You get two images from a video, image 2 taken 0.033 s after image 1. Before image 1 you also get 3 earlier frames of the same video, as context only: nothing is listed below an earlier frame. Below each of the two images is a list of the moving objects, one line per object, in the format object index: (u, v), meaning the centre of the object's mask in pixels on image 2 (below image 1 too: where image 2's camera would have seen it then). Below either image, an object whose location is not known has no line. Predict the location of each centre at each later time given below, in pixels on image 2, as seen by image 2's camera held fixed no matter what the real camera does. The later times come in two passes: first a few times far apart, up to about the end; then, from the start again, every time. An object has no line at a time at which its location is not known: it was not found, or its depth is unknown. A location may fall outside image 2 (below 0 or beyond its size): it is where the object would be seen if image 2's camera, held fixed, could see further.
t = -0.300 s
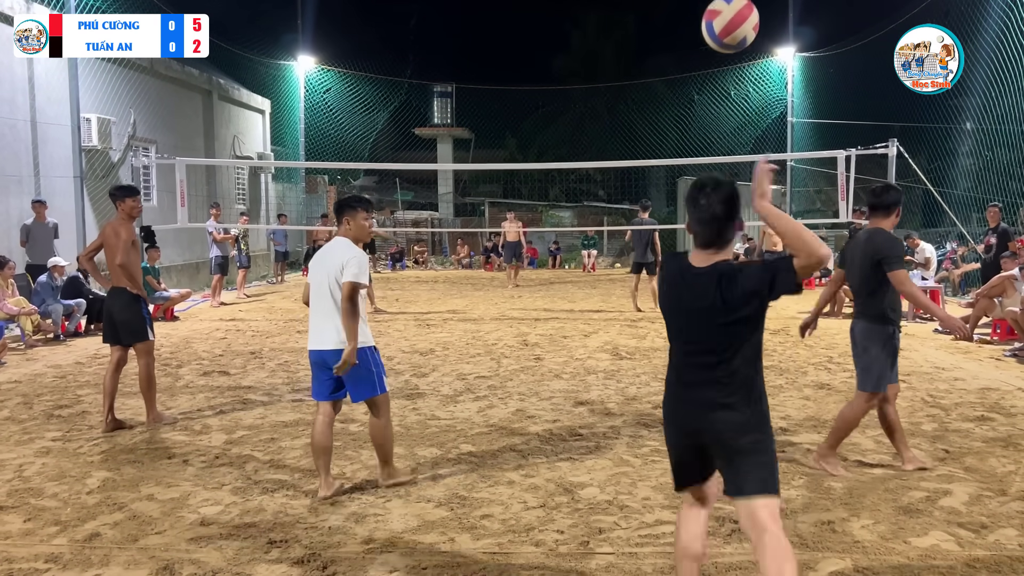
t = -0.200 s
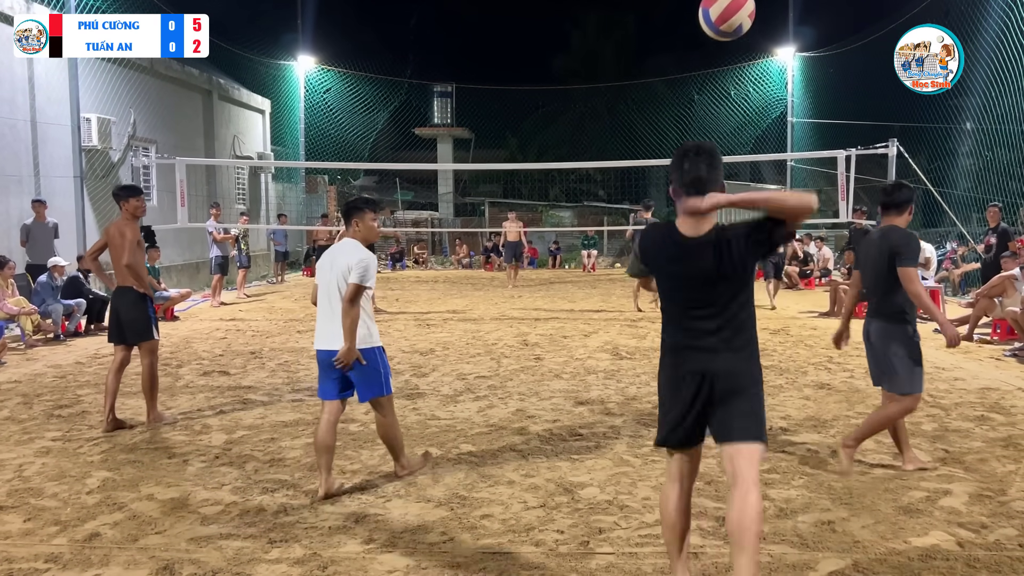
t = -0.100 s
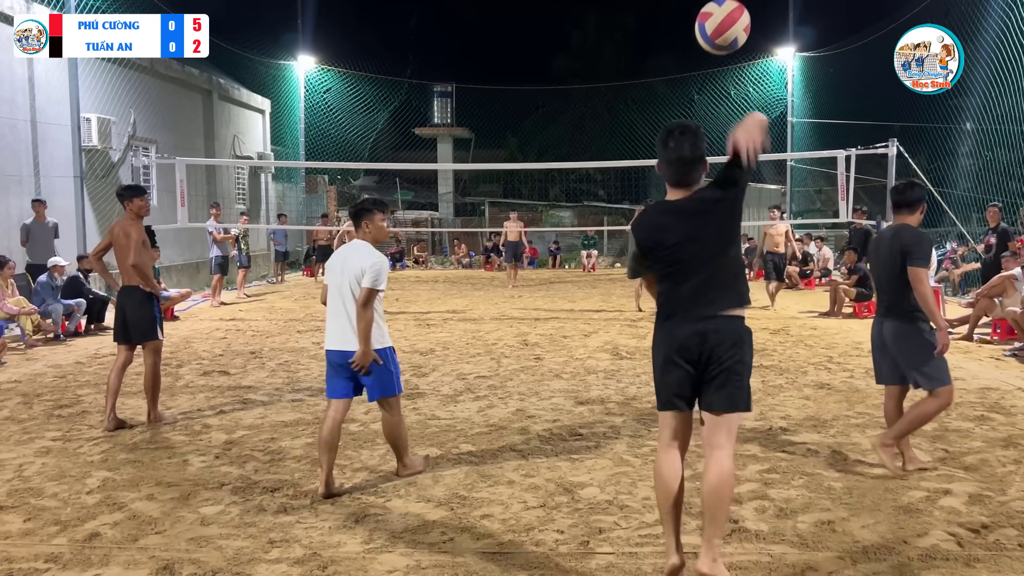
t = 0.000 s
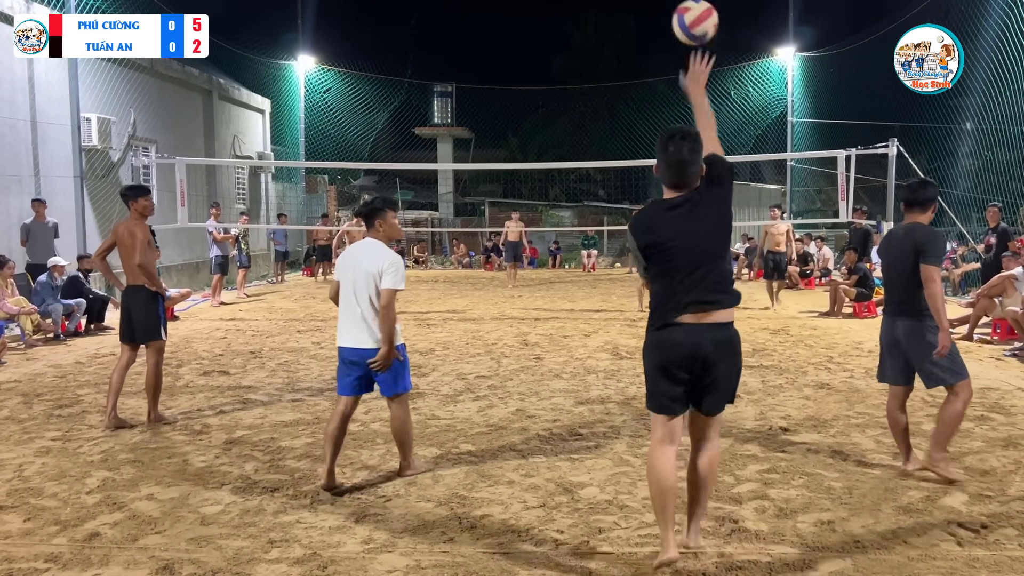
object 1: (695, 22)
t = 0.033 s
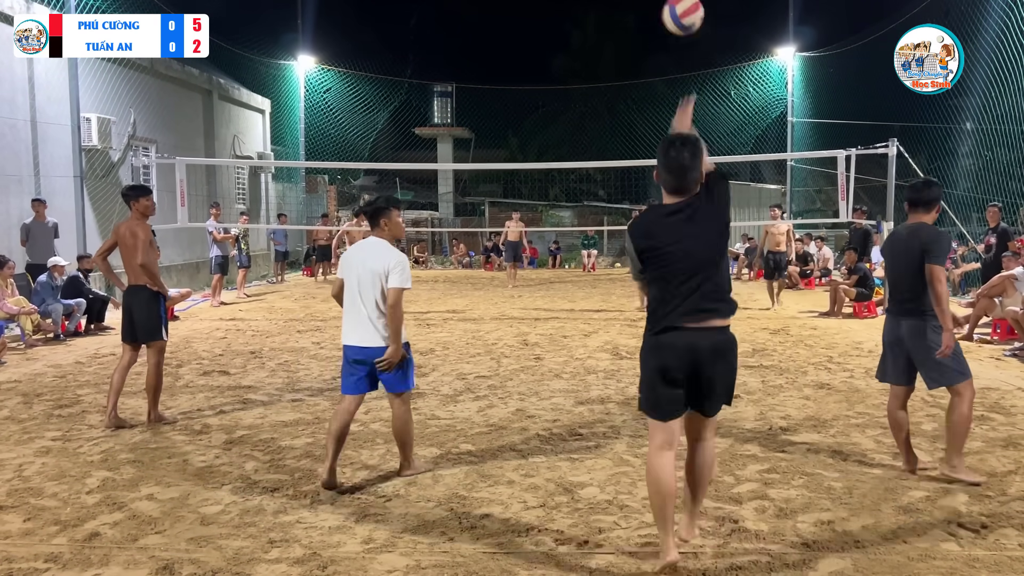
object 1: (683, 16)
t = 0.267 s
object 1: (636, 10)
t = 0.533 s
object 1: (617, 56)
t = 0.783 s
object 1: (602, 123)
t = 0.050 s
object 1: (677, 14)
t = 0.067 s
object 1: (672, 13)
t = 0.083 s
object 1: (668, 11)
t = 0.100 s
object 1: (663, 10)
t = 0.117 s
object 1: (659, 10)
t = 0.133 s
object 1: (656, 9)
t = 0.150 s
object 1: (653, 9)
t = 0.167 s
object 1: (649, 8)
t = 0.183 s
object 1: (647, 8)
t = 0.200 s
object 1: (644, 8)
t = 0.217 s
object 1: (642, 9)
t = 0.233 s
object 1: (640, 9)
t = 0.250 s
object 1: (638, 9)
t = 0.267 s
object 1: (636, 10)
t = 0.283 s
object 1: (635, 11)
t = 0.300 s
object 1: (633, 12)
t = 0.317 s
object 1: (632, 14)
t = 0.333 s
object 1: (630, 16)
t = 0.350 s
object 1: (629, 19)
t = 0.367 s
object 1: (628, 22)
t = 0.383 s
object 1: (627, 24)
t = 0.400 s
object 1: (626, 27)
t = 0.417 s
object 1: (624, 31)
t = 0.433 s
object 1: (623, 34)
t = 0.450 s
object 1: (622, 37)
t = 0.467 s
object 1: (621, 41)
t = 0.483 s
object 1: (620, 44)
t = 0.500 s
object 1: (619, 48)
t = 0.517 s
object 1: (618, 52)
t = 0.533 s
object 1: (617, 56)
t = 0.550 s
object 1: (616, 60)
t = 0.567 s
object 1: (614, 64)
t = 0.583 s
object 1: (613, 68)
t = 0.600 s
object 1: (612, 73)
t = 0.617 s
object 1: (611, 77)
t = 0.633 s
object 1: (610, 82)
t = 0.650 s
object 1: (610, 86)
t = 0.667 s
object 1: (609, 91)
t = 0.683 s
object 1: (608, 95)
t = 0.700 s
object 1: (607, 99)
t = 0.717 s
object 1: (606, 104)
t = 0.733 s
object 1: (605, 109)
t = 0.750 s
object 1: (604, 113)
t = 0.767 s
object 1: (603, 118)
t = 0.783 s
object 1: (602, 123)
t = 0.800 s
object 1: (601, 128)
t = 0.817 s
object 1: (599, 133)
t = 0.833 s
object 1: (598, 138)
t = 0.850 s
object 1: (598, 142)
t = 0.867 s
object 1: (596, 147)
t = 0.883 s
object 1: (595, 152)
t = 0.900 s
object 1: (595, 156)
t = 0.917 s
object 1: (594, 159)
